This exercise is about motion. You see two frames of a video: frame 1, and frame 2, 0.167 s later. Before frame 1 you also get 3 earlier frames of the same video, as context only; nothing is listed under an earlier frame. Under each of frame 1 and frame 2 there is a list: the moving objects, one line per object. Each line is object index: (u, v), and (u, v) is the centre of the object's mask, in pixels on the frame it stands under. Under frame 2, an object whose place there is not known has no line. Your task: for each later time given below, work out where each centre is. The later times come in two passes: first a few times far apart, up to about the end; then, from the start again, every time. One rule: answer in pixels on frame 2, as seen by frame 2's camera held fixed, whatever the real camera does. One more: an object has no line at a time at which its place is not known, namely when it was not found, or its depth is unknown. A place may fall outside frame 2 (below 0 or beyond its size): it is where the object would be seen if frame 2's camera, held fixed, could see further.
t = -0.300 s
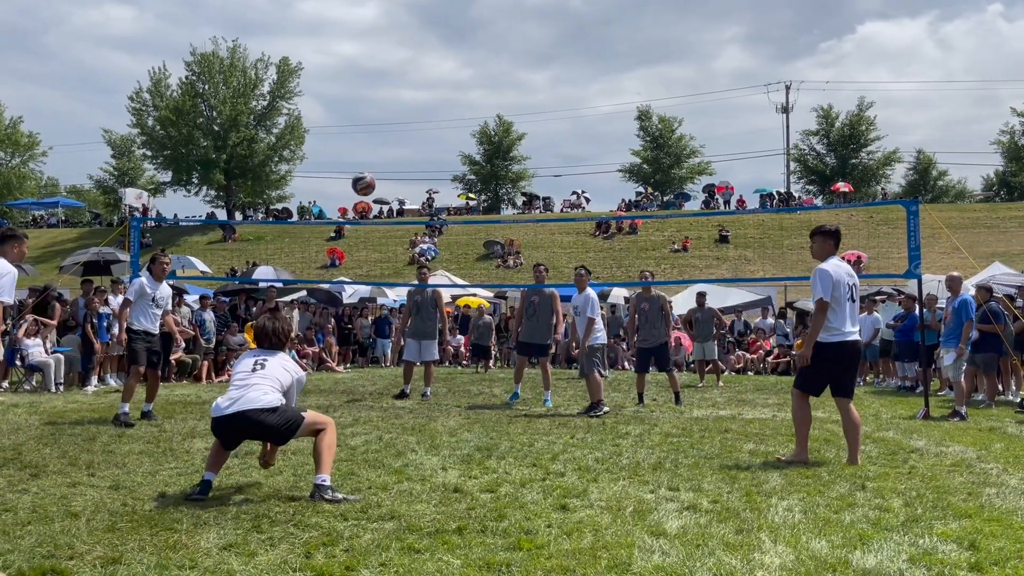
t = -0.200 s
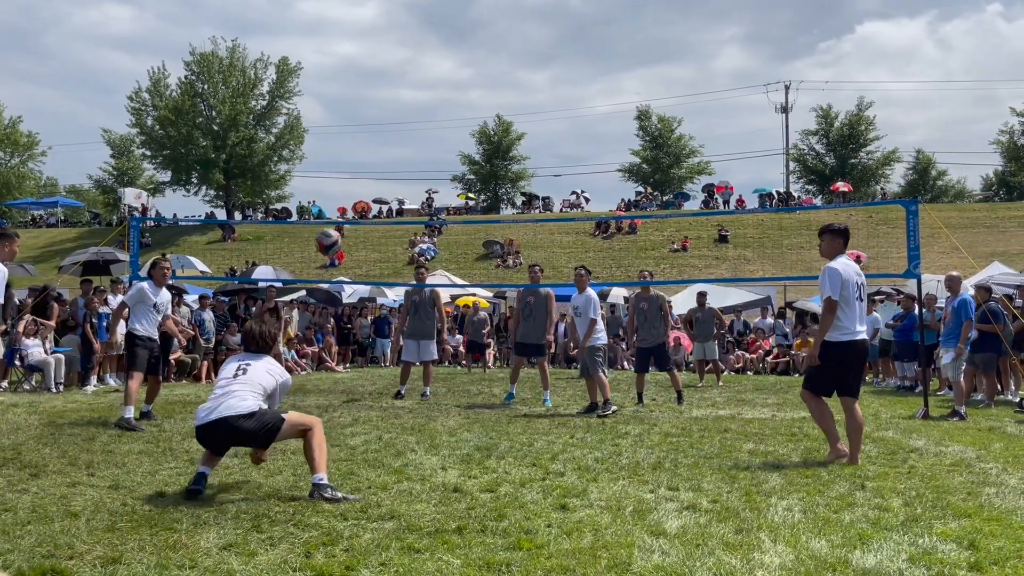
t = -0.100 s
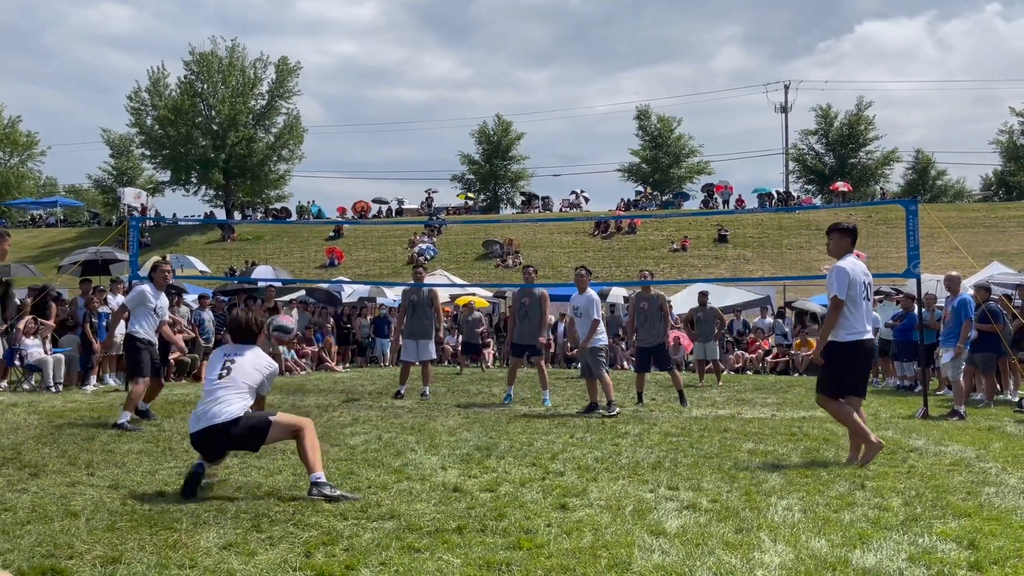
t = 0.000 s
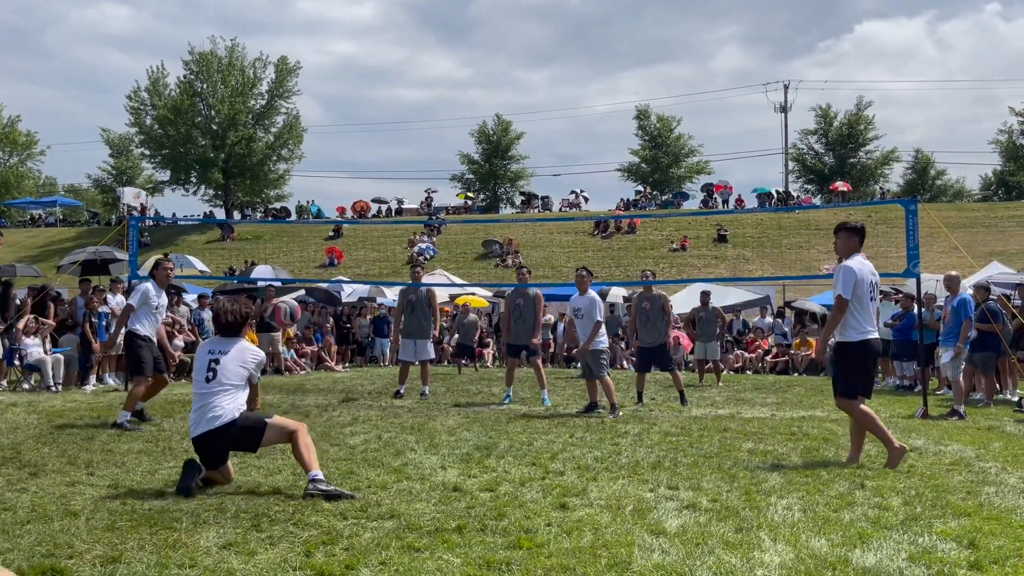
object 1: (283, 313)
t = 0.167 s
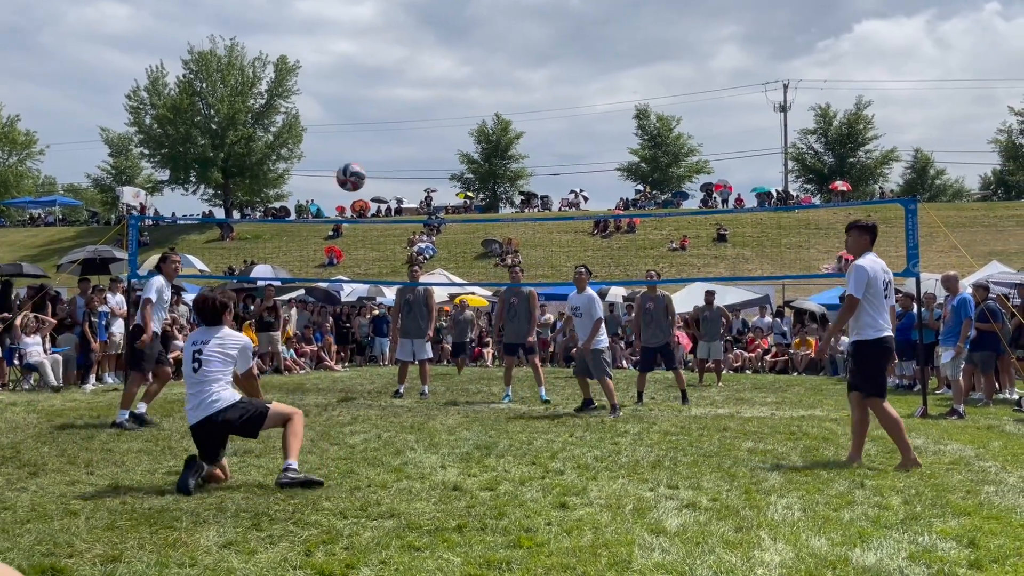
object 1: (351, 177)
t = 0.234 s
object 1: (374, 141)
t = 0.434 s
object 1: (433, 76)
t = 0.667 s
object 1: (487, 67)
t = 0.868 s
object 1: (524, 101)
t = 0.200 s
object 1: (362, 158)
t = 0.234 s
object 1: (374, 141)
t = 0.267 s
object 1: (384, 126)
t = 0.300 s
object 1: (395, 112)
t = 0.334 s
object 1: (405, 101)
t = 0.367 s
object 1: (414, 91)
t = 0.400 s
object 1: (424, 83)
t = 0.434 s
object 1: (433, 76)
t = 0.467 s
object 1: (441, 71)
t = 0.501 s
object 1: (449, 67)
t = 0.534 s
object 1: (457, 65)
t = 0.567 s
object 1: (465, 63)
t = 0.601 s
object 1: (473, 63)
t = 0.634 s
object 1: (480, 64)
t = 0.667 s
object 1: (487, 67)
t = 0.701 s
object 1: (494, 70)
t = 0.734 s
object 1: (500, 74)
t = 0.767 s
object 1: (507, 79)
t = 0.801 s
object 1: (513, 85)
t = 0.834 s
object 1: (519, 92)
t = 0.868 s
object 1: (524, 101)
